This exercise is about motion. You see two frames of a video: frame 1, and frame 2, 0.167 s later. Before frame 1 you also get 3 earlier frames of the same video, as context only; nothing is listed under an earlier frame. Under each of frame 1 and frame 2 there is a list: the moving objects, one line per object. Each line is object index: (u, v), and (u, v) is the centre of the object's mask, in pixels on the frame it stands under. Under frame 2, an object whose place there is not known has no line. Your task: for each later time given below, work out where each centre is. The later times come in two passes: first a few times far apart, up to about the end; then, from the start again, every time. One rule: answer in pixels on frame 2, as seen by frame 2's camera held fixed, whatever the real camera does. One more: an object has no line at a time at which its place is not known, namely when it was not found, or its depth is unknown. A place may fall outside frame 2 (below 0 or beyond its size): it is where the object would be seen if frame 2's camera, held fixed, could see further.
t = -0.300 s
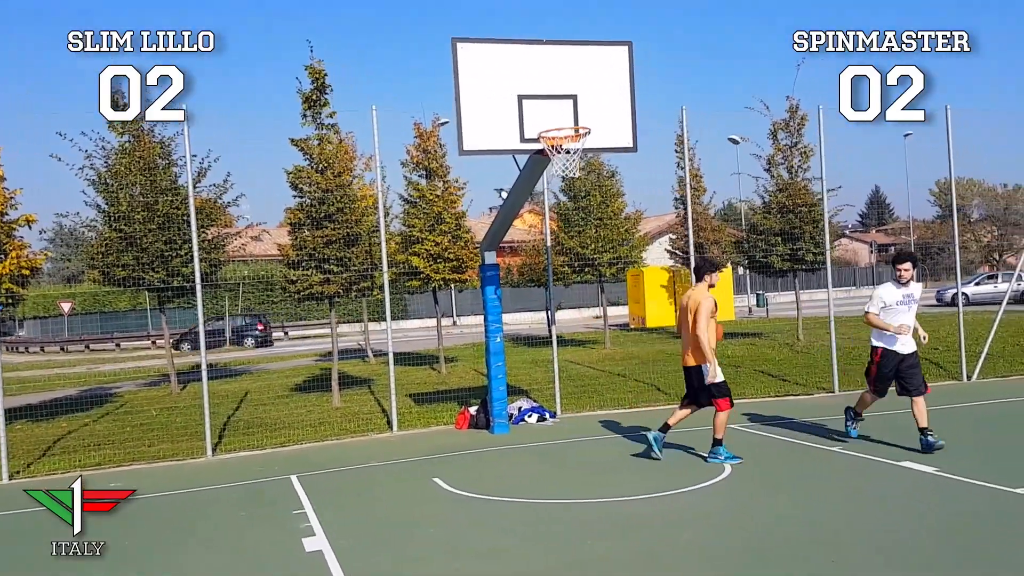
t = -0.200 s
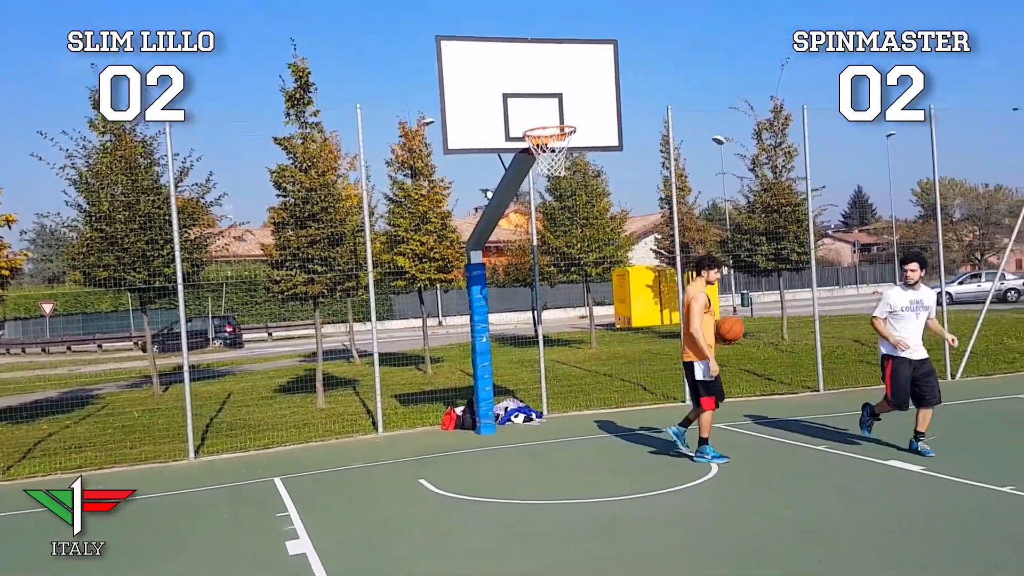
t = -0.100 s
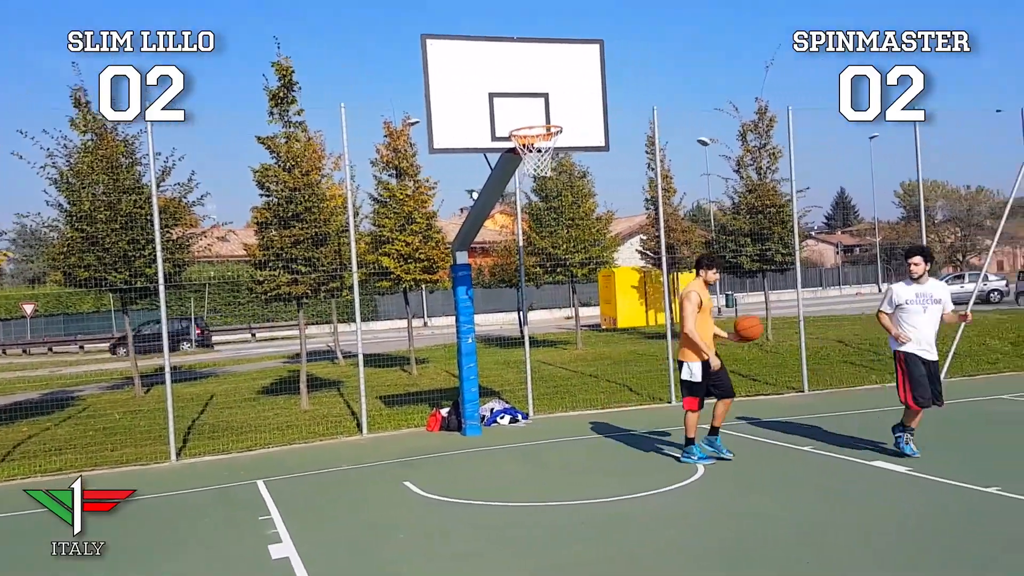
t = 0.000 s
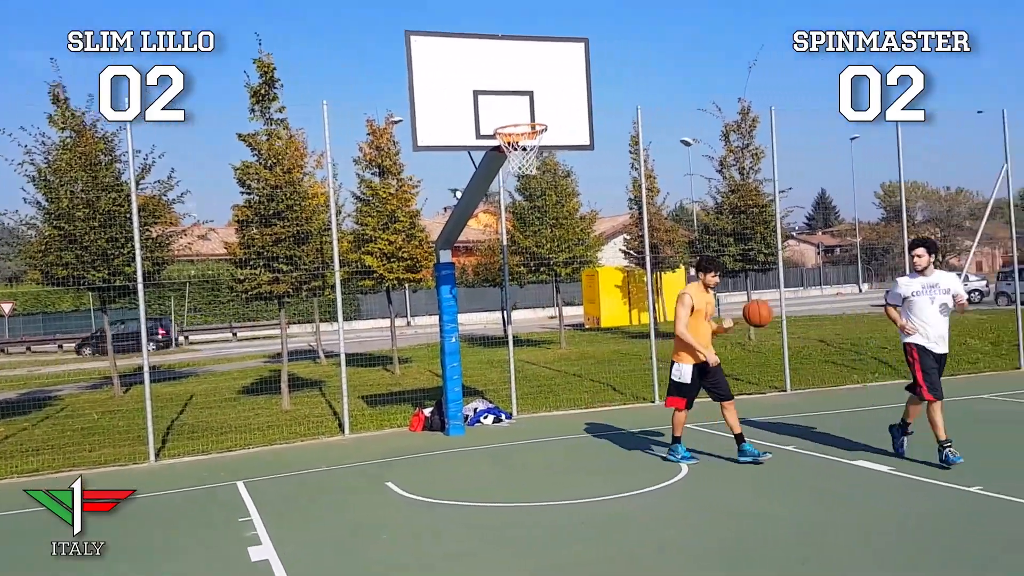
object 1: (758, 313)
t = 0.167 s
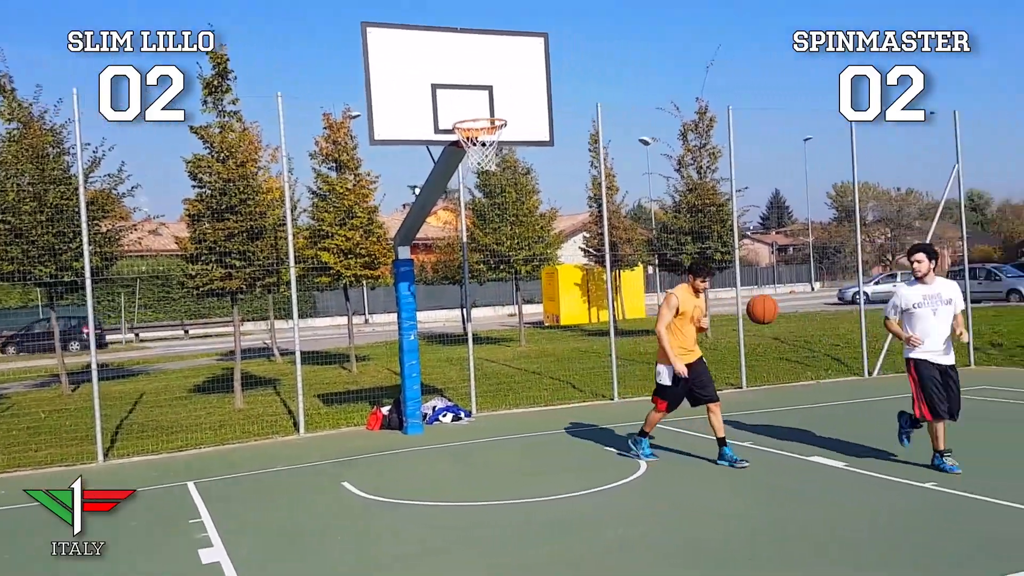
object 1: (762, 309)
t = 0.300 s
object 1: (807, 334)
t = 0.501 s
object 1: (886, 427)
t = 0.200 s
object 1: (773, 313)
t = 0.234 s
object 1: (784, 319)
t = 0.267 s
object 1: (795, 326)
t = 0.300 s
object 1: (807, 334)
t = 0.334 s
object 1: (819, 345)
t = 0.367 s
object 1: (832, 357)
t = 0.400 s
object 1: (844, 371)
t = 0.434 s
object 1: (857, 388)
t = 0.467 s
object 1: (871, 406)
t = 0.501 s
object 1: (886, 427)
